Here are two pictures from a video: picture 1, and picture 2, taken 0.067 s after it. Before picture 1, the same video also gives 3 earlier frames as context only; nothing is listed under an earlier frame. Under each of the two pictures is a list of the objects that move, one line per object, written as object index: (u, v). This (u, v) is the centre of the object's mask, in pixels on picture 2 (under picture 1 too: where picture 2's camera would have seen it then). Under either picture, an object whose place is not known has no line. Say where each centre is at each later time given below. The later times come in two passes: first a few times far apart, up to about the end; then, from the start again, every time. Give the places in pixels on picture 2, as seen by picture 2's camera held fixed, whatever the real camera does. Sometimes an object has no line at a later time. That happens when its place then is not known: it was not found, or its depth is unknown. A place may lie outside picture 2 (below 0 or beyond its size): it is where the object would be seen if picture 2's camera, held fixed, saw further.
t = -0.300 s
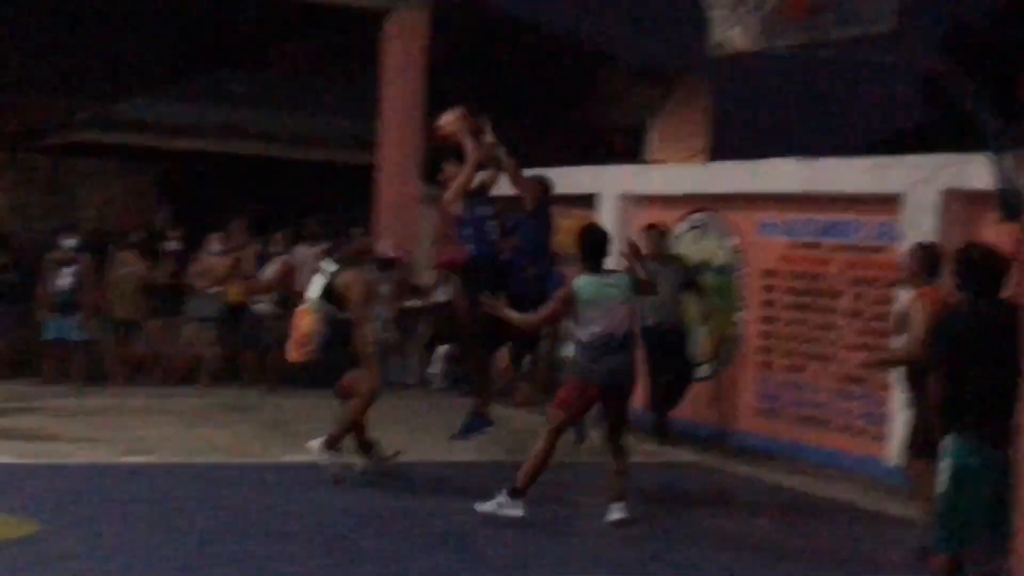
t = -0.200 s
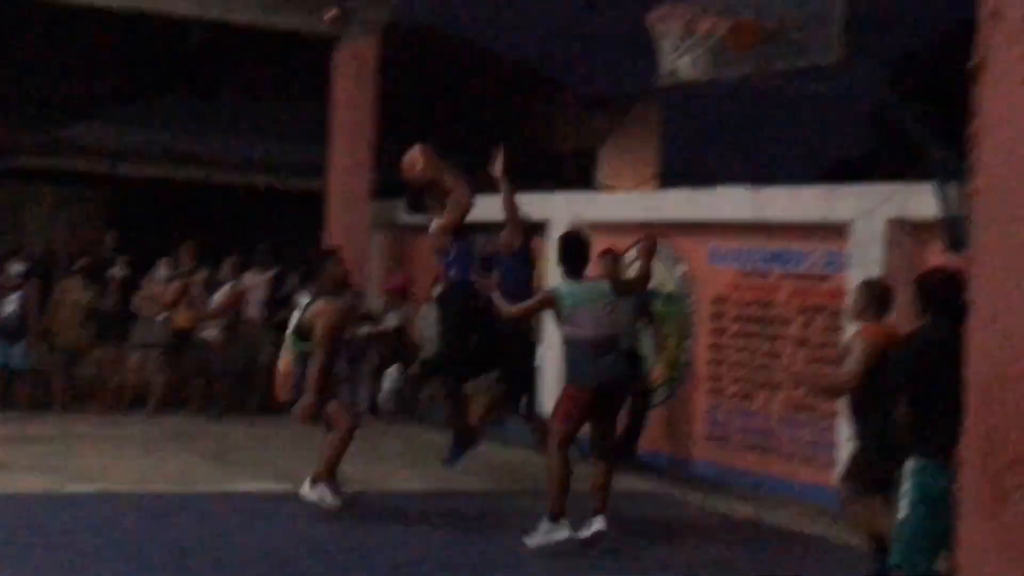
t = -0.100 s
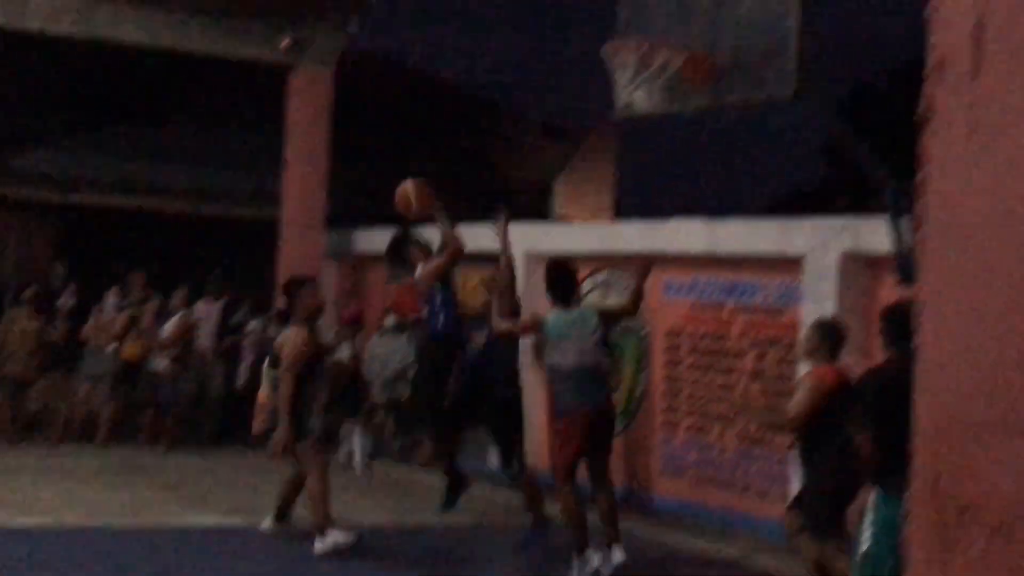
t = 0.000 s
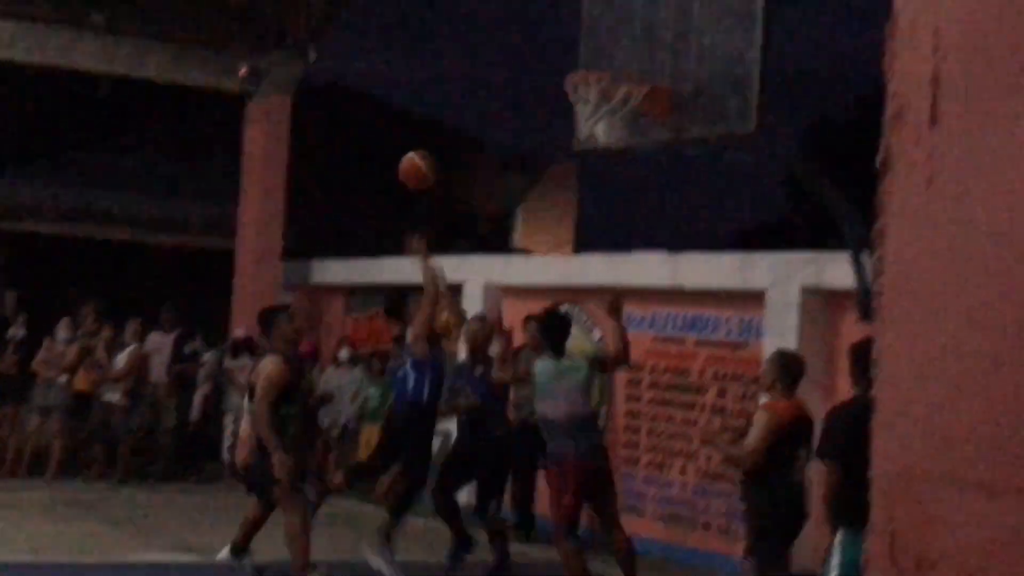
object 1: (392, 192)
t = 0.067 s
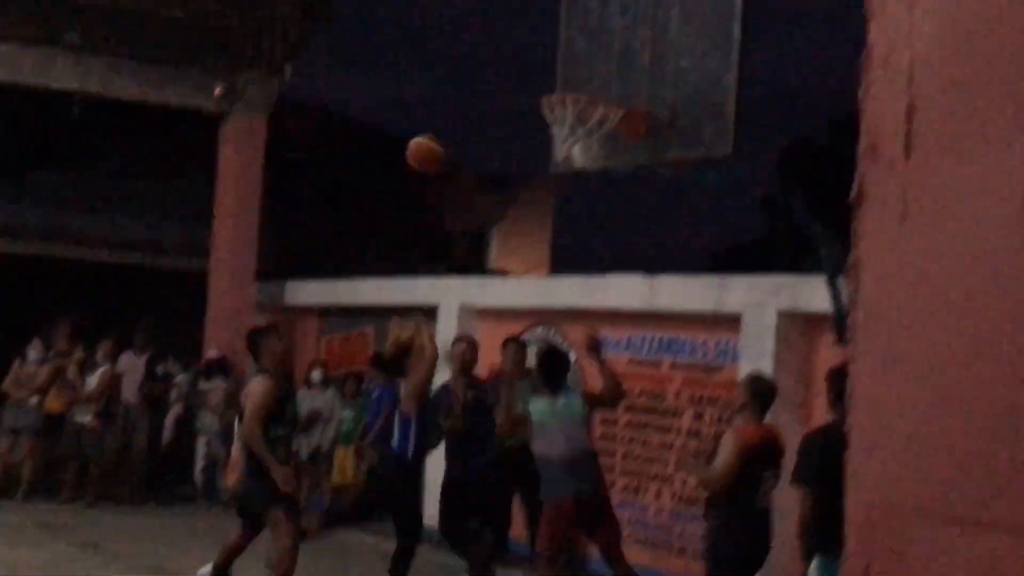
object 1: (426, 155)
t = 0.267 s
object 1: (520, 81)
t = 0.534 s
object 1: (602, 81)
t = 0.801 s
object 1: (565, 143)
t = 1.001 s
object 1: (549, 171)
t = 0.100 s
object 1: (442, 139)
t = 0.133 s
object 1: (459, 125)
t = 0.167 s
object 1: (473, 110)
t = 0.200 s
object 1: (488, 99)
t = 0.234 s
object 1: (504, 92)
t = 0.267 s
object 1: (520, 81)
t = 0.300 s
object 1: (536, 78)
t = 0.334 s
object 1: (550, 76)
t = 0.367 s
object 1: (565, 73)
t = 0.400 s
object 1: (579, 75)
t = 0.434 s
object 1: (594, 76)
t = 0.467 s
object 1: (608, 79)
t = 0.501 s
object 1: (607, 81)
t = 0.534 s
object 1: (602, 81)
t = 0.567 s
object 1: (598, 85)
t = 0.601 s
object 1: (592, 95)
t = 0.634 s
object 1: (587, 105)
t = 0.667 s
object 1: (586, 112)
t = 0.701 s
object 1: (576, 127)
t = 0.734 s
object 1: (571, 125)
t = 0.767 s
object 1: (557, 143)
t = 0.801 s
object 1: (565, 143)
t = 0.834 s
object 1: (565, 139)
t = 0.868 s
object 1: (562, 139)
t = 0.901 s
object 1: (559, 142)
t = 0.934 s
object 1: (556, 147)
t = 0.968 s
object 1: (552, 160)
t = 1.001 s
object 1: (549, 171)
